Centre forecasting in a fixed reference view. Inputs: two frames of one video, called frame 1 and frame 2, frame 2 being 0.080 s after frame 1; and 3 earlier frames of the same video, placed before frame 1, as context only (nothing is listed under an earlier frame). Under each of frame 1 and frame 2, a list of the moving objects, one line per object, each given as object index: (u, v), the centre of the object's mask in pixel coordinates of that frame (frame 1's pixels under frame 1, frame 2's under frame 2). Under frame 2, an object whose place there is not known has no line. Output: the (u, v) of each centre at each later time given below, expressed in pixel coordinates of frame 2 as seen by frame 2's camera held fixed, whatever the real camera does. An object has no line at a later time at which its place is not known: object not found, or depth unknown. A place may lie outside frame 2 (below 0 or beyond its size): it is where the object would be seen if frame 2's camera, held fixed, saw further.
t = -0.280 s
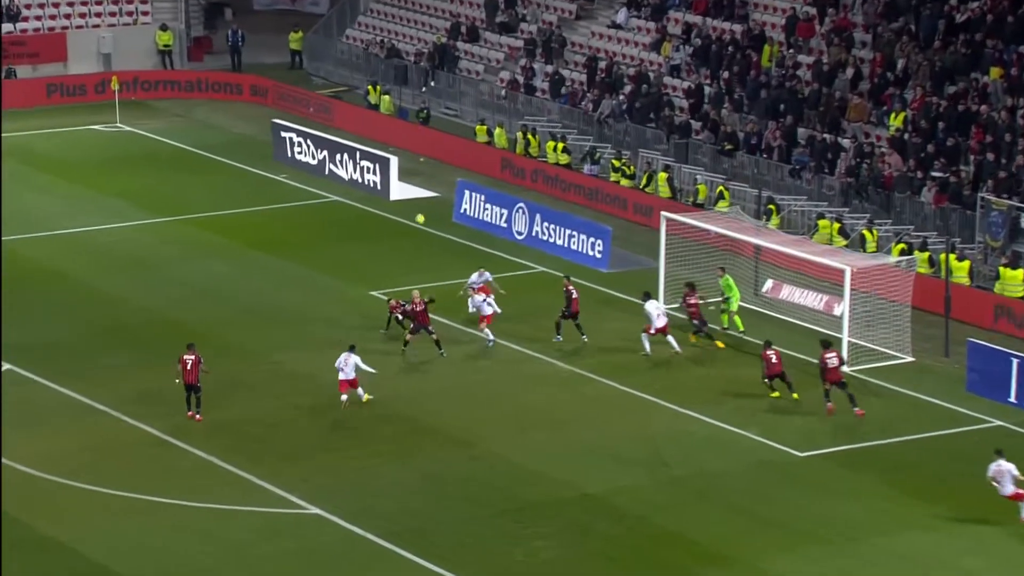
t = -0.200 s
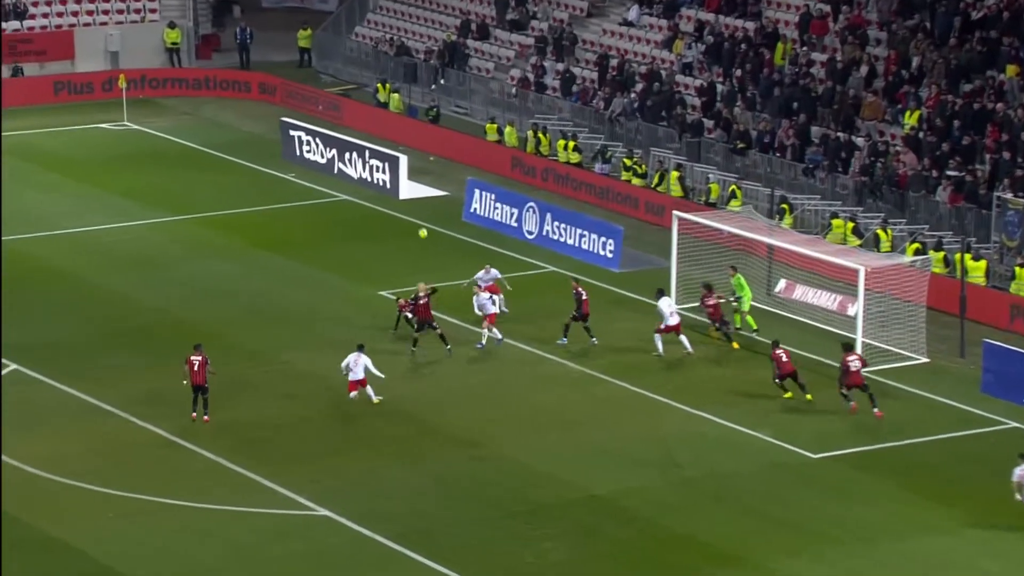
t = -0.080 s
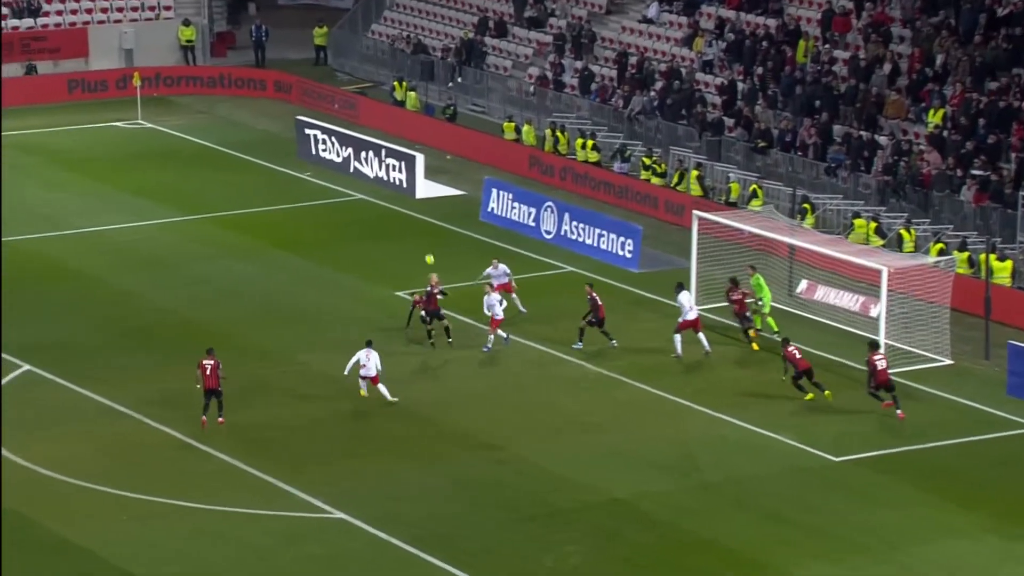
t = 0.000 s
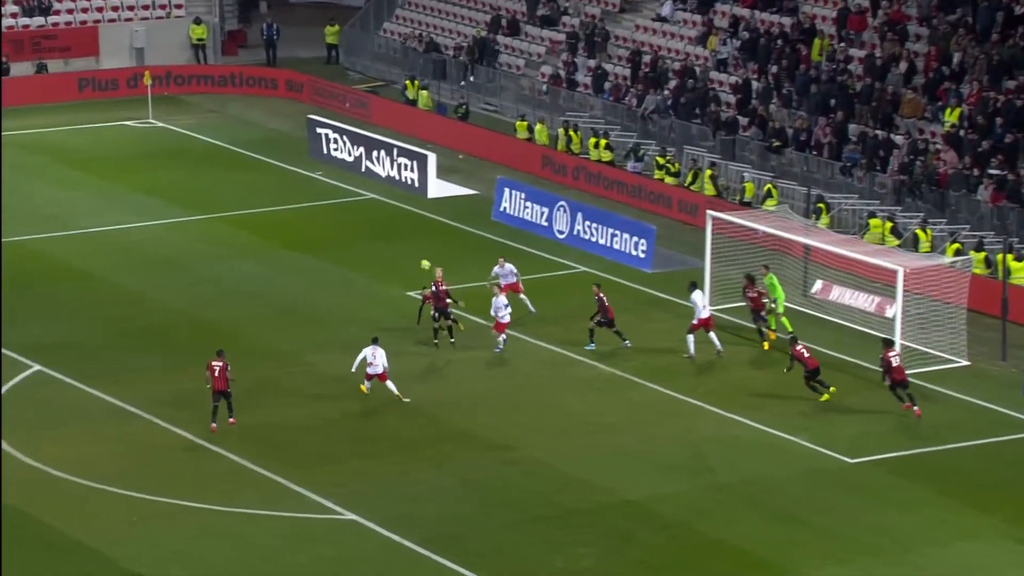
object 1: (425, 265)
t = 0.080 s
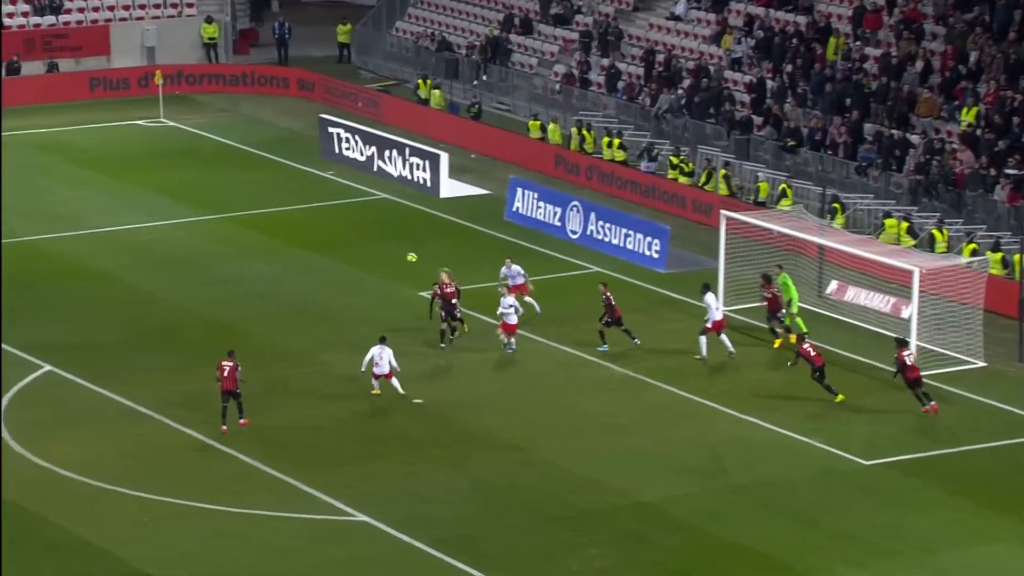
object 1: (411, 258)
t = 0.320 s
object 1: (337, 252)
